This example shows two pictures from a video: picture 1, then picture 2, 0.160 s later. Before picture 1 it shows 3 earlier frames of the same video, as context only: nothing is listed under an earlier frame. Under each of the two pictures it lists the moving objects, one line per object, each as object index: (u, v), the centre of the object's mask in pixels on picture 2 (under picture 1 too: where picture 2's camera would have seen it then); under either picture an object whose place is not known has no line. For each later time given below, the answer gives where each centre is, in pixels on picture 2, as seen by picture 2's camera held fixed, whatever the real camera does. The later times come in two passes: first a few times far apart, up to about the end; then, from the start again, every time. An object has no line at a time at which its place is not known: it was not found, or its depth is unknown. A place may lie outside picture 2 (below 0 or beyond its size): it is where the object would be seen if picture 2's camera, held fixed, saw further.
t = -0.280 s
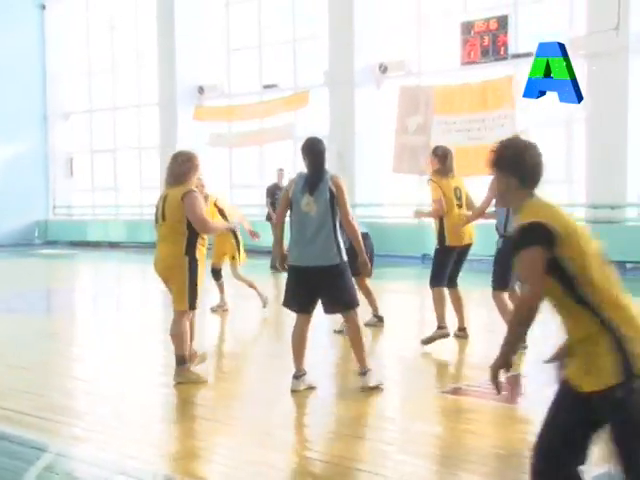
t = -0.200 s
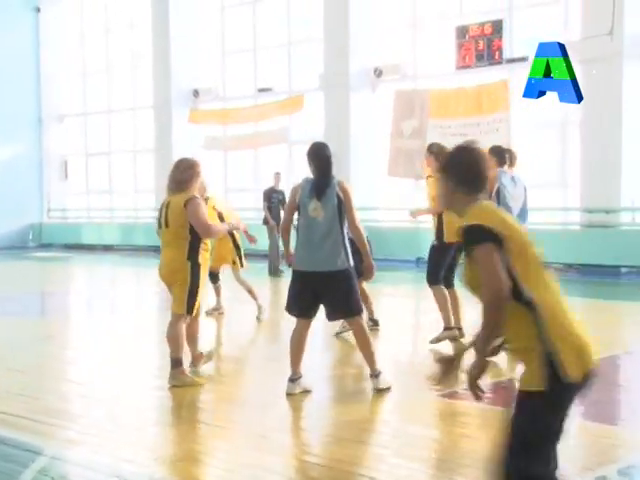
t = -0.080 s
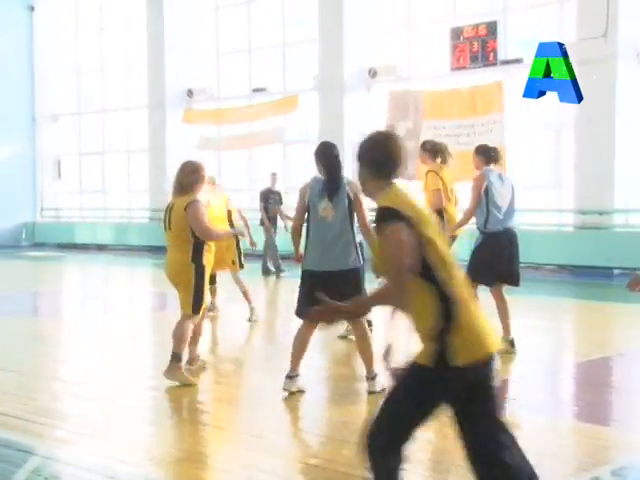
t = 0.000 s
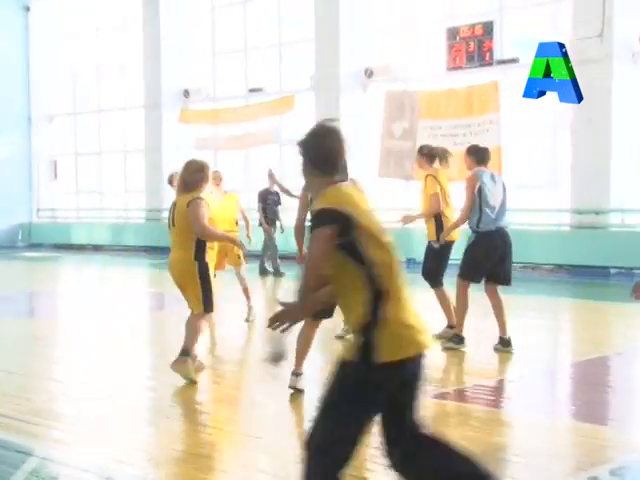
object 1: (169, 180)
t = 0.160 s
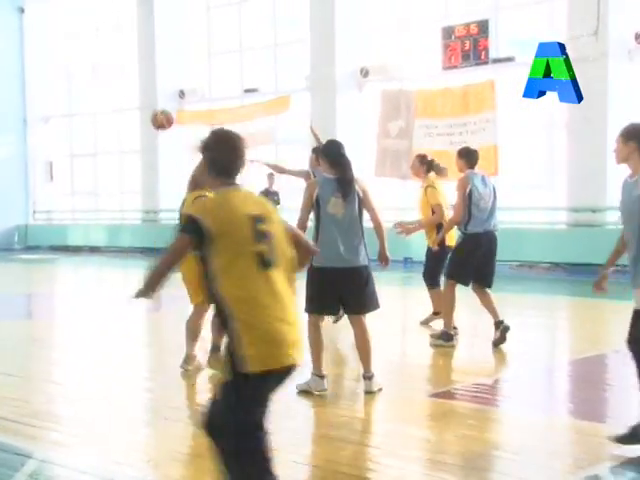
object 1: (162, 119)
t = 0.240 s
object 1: (155, 93)
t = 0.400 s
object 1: (140, 50)
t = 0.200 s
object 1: (158, 106)
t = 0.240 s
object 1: (155, 93)
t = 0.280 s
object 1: (152, 81)
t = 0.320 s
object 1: (148, 69)
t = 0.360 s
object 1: (144, 59)
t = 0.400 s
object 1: (140, 50)
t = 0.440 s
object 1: (133, 43)
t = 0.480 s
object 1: (129, 36)
